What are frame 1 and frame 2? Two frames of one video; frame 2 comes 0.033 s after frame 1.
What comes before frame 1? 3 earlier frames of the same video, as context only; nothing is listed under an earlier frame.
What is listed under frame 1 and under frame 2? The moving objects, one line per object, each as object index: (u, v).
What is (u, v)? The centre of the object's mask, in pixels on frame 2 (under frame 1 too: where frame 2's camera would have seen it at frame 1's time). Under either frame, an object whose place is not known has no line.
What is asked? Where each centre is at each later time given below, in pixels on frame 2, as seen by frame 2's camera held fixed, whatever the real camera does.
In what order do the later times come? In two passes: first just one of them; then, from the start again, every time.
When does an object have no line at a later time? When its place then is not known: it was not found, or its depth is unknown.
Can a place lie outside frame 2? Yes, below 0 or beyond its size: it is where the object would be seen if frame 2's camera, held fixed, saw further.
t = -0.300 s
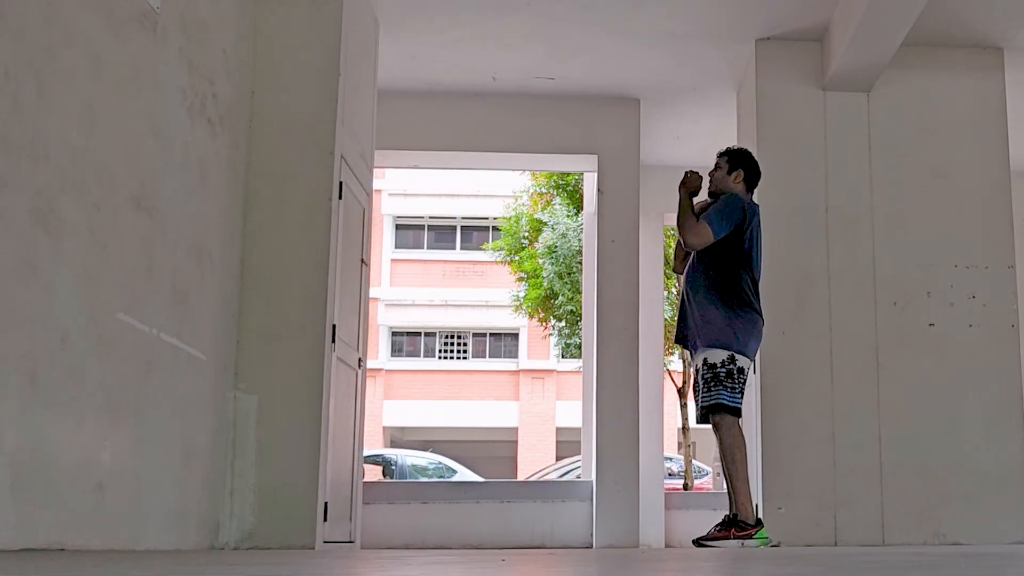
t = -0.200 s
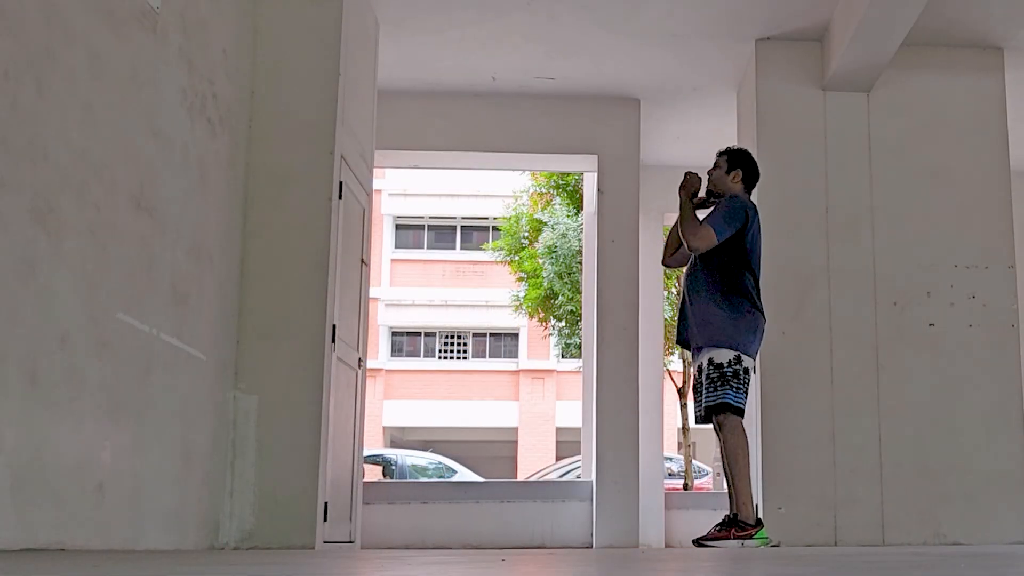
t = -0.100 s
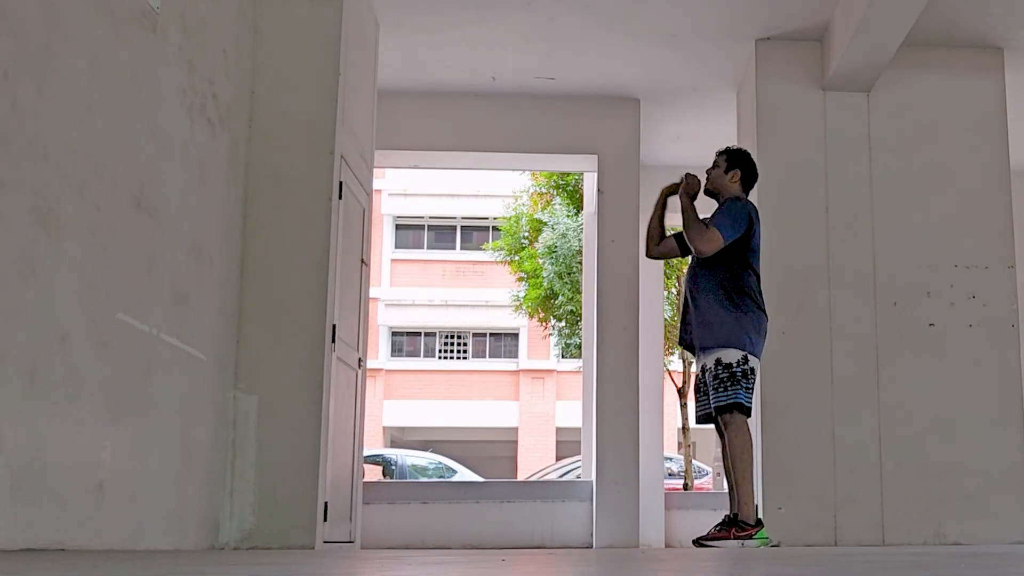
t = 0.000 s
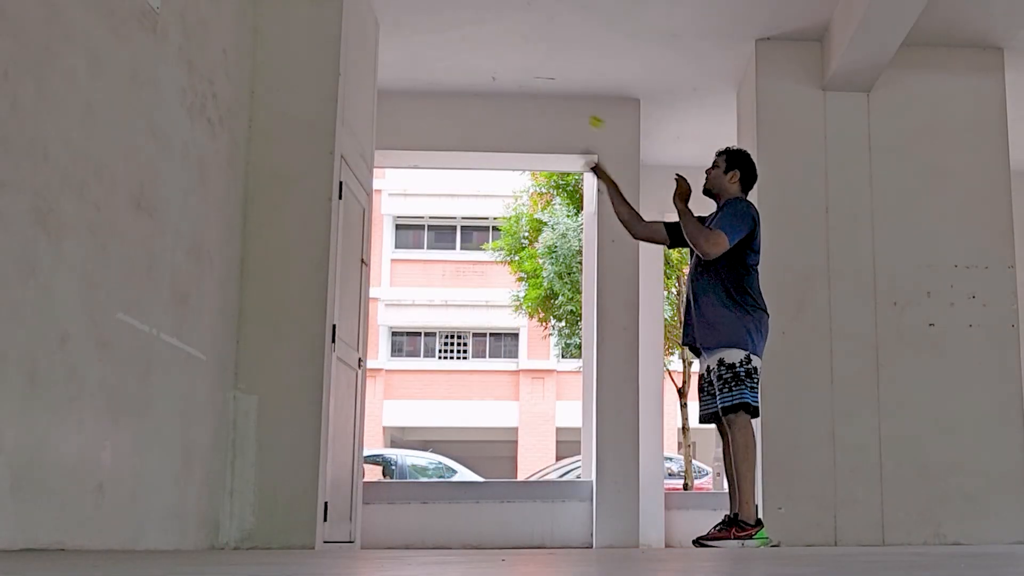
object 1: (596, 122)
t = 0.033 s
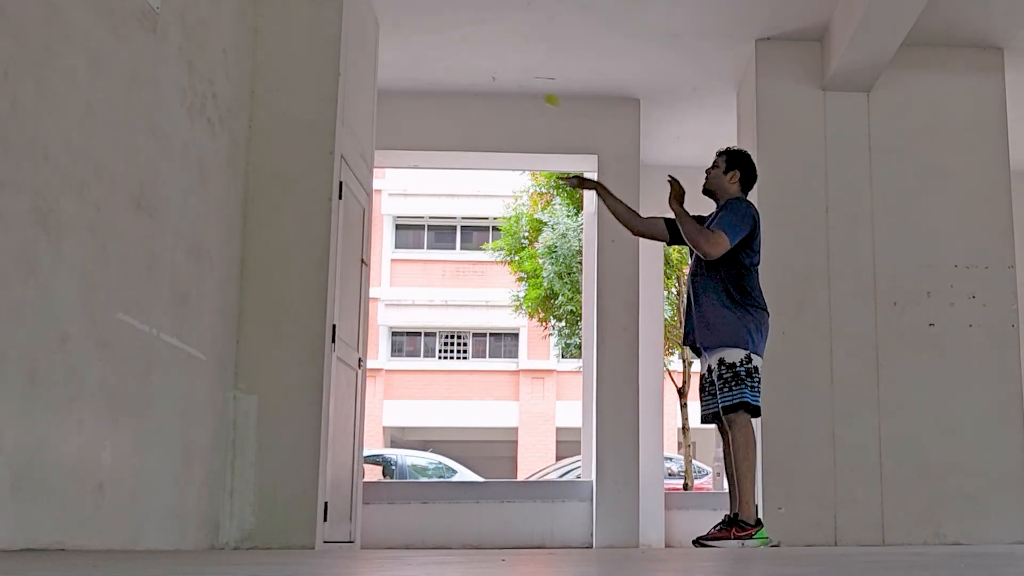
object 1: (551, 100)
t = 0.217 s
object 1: (312, 14)
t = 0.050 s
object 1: (529, 89)
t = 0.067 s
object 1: (508, 79)
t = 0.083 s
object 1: (487, 70)
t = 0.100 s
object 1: (465, 60)
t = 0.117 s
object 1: (443, 52)
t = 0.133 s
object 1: (421, 44)
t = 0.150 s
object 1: (399, 37)
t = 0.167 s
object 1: (376, 29)
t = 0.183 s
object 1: (354, 23)
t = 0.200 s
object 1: (333, 18)
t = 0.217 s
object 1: (312, 14)
